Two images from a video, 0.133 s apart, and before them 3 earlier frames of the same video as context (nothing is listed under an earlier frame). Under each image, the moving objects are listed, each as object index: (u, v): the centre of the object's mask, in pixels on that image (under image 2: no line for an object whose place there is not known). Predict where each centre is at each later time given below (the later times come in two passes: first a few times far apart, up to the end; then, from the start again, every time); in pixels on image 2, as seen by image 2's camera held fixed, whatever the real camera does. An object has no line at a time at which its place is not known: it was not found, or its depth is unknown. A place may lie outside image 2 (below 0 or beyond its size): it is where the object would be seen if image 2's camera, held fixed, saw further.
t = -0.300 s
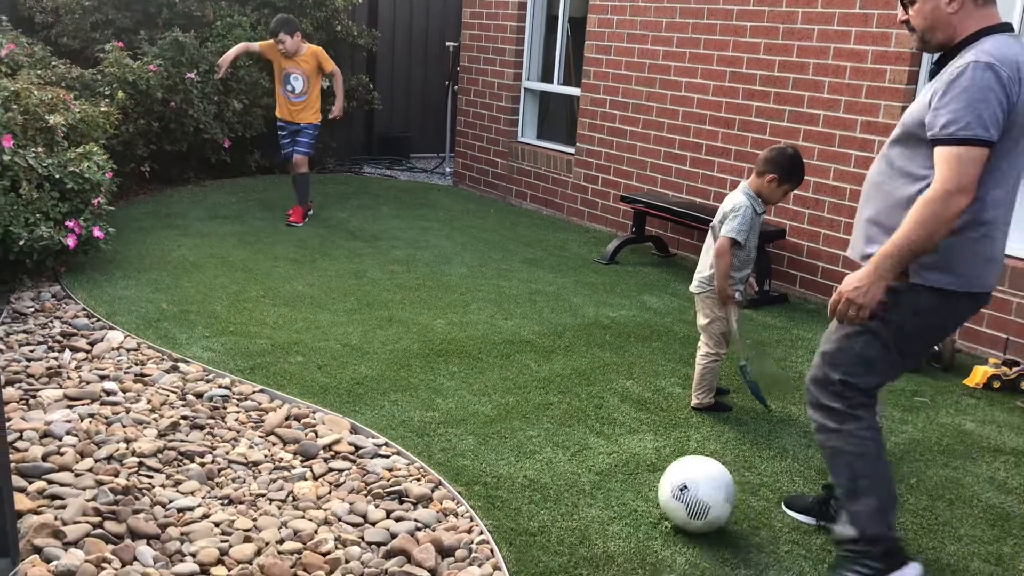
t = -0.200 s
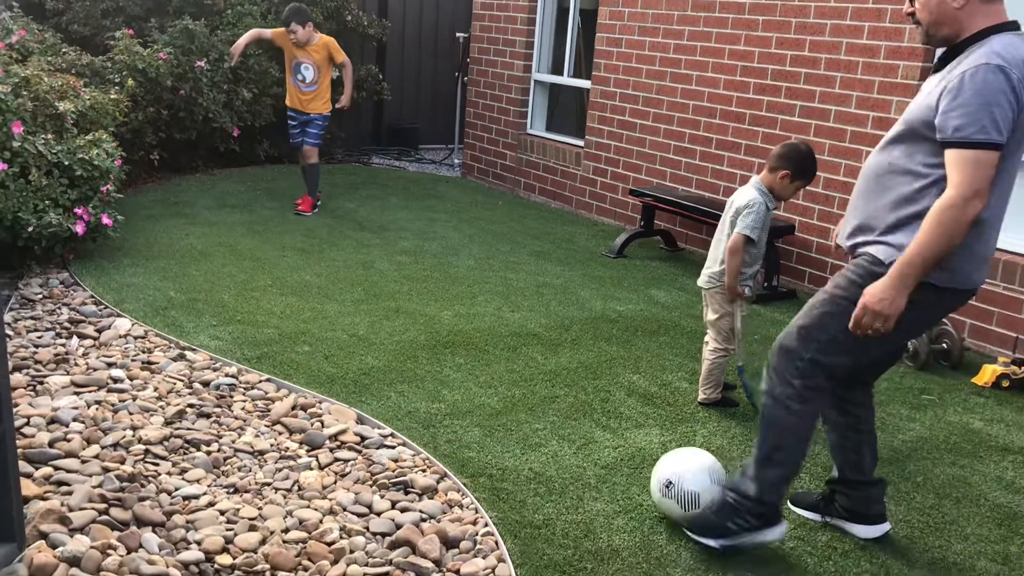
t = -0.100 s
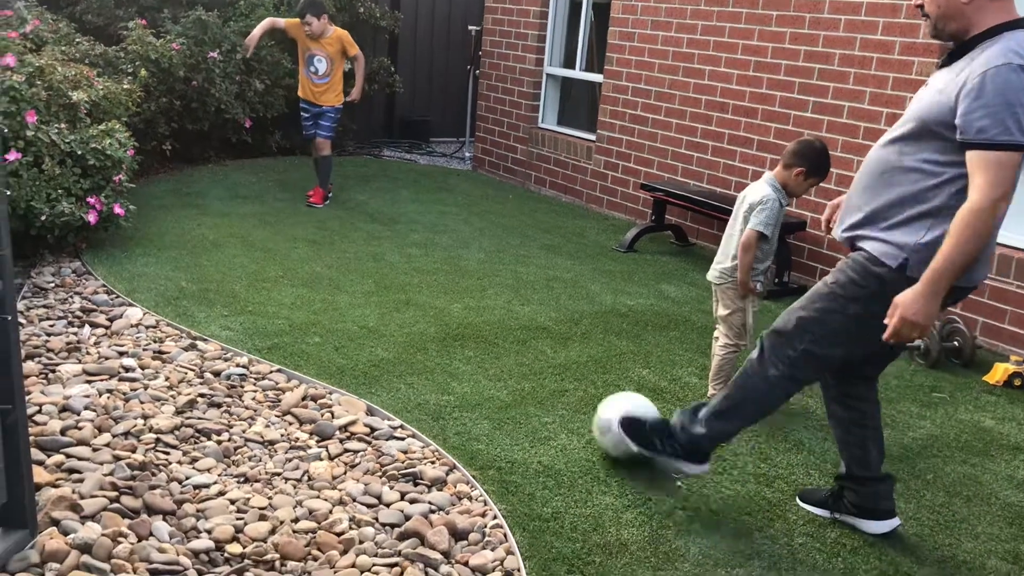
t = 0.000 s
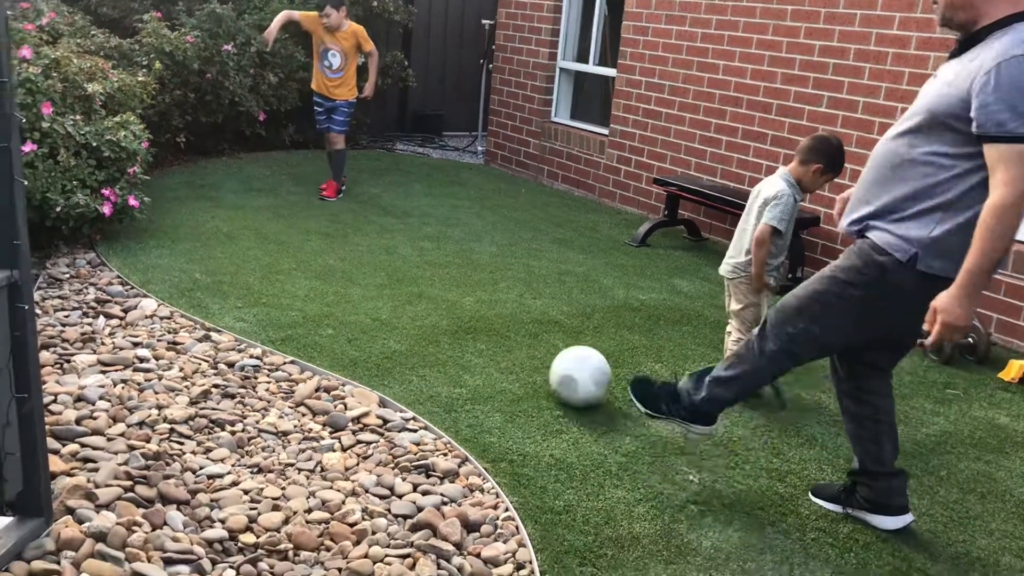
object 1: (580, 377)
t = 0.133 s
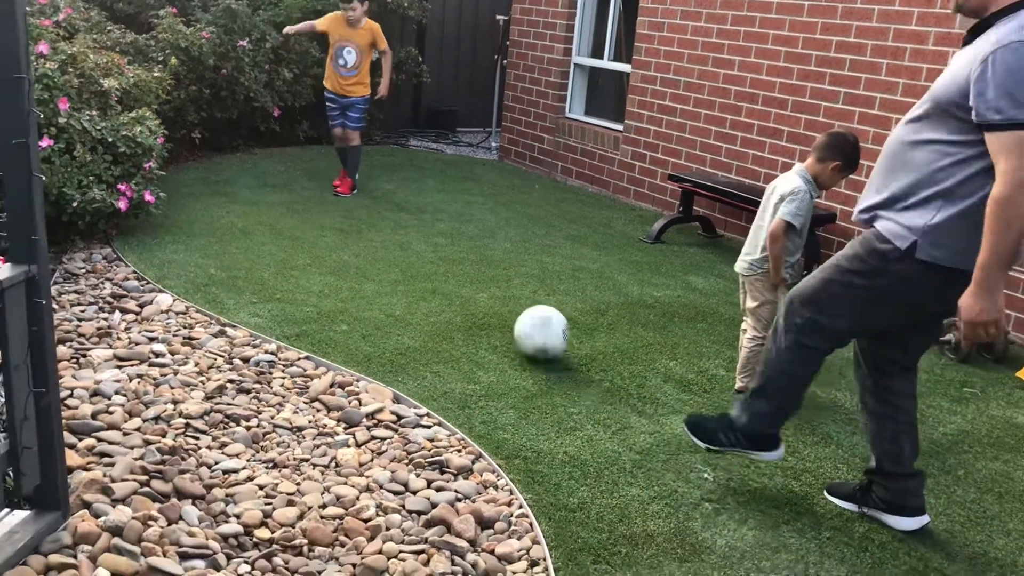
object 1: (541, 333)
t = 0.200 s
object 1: (521, 317)
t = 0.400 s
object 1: (471, 279)
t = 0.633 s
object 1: (427, 248)
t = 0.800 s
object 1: (402, 229)
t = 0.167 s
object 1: (531, 324)
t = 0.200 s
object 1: (521, 317)
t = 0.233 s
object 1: (512, 308)
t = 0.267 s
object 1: (503, 300)
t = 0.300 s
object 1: (494, 294)
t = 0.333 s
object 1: (486, 290)
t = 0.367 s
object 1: (478, 284)
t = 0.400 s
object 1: (471, 279)
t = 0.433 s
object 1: (464, 273)
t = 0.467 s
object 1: (457, 268)
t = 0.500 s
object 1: (450, 266)
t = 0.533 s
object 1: (444, 262)
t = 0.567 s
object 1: (438, 256)
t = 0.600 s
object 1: (433, 251)
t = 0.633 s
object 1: (427, 248)
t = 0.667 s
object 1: (421, 245)
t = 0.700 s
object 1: (416, 241)
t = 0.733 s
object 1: (411, 237)
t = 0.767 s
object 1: (407, 233)
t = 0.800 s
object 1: (402, 229)
